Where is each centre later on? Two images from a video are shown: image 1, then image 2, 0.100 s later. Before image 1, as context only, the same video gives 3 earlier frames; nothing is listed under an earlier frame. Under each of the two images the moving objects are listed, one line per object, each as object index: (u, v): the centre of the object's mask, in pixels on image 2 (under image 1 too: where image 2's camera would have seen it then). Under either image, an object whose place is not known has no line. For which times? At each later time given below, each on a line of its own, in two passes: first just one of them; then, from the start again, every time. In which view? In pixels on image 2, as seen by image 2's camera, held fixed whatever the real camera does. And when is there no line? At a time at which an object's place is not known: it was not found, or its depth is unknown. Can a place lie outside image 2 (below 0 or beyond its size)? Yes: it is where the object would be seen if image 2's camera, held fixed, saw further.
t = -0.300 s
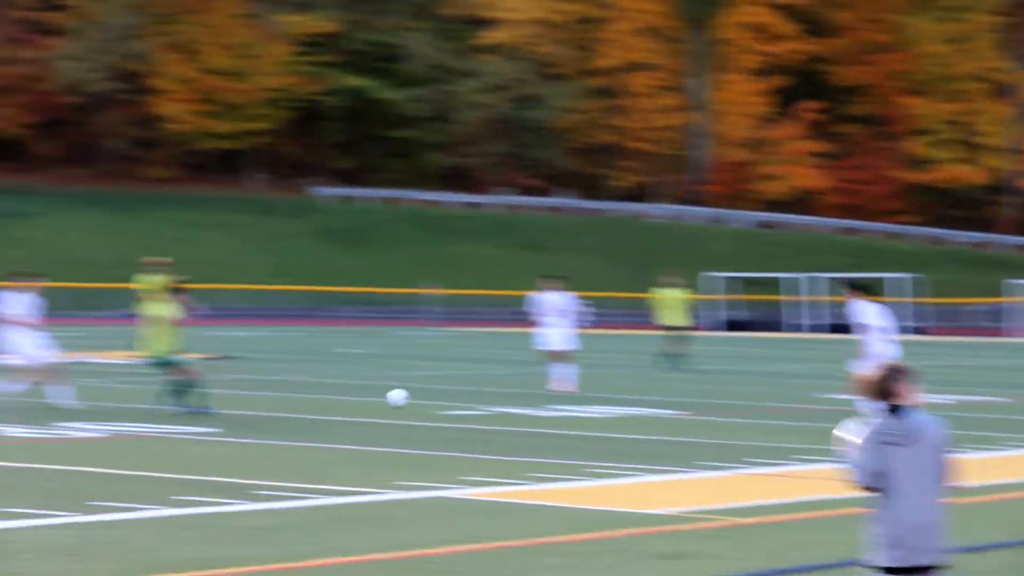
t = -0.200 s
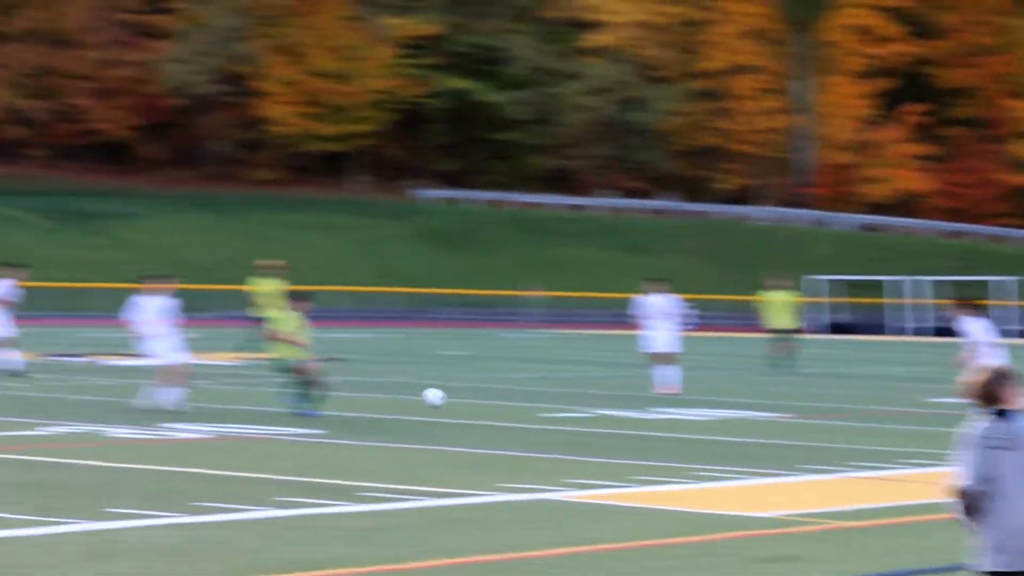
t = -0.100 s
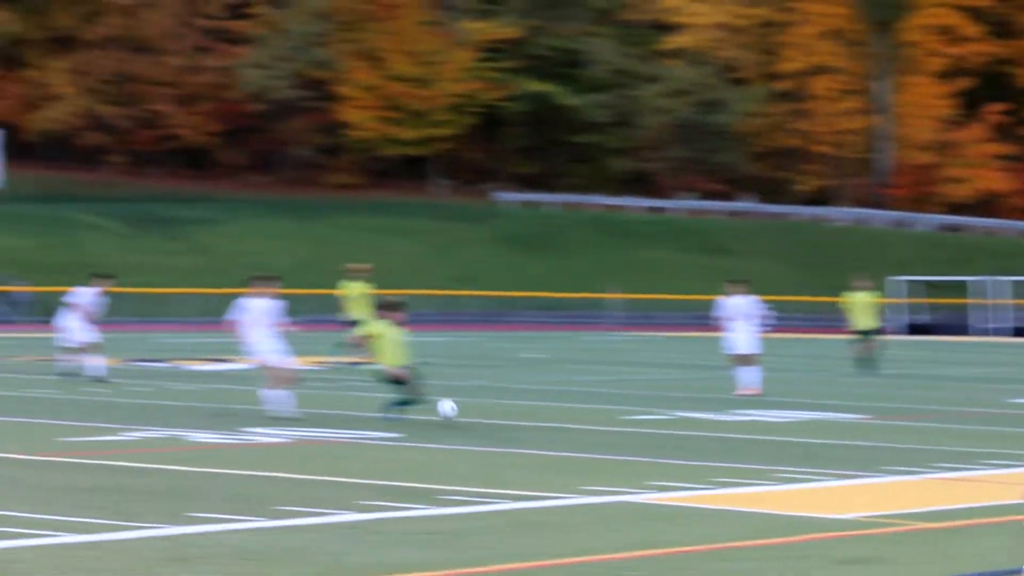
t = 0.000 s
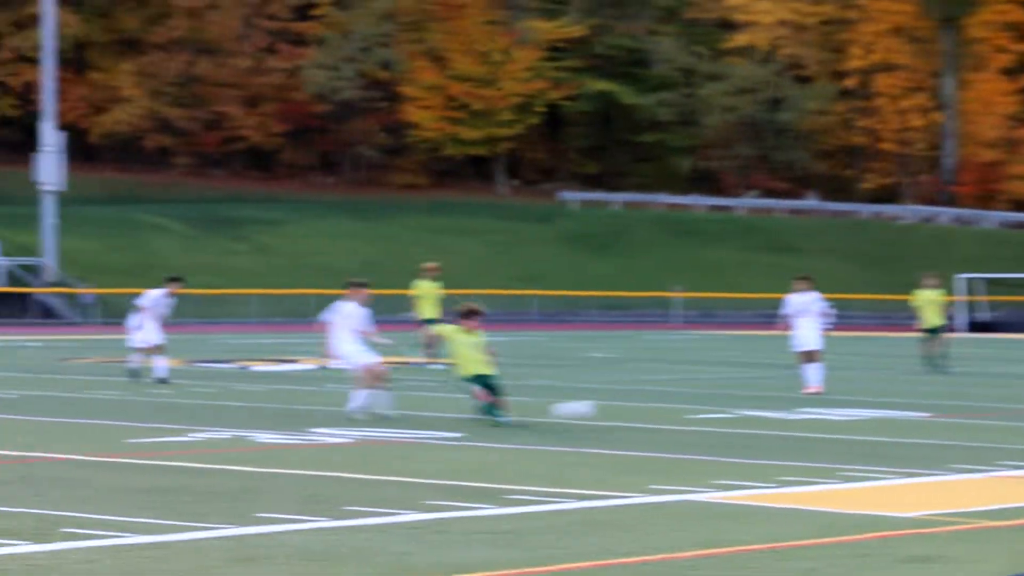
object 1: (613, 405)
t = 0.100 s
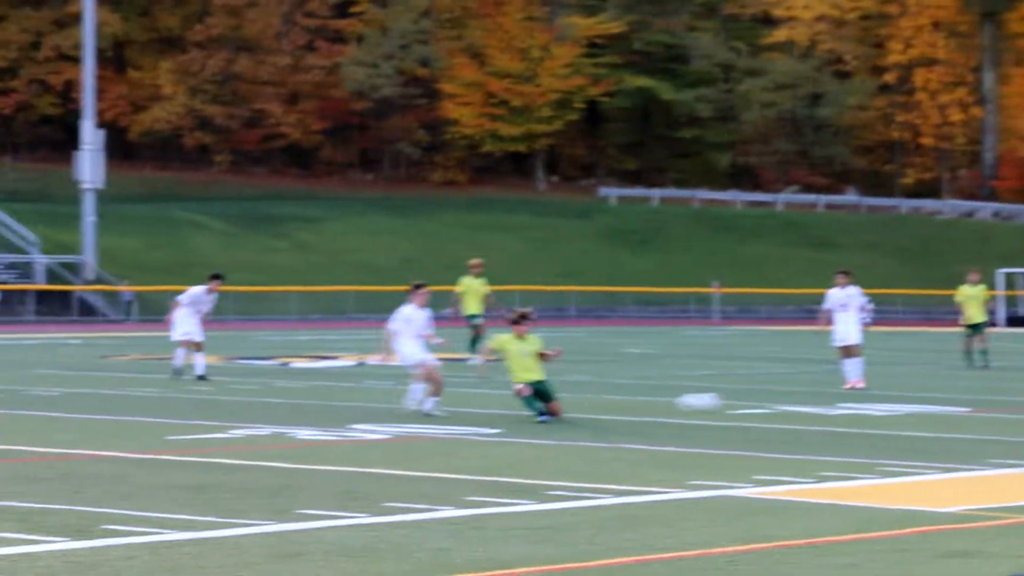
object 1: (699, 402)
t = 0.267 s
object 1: (844, 419)
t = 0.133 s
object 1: (728, 403)
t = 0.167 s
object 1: (757, 404)
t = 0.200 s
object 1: (785, 409)
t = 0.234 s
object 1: (816, 414)
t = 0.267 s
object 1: (844, 419)
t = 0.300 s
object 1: (875, 428)
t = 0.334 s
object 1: (902, 427)
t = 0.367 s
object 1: (928, 424)
